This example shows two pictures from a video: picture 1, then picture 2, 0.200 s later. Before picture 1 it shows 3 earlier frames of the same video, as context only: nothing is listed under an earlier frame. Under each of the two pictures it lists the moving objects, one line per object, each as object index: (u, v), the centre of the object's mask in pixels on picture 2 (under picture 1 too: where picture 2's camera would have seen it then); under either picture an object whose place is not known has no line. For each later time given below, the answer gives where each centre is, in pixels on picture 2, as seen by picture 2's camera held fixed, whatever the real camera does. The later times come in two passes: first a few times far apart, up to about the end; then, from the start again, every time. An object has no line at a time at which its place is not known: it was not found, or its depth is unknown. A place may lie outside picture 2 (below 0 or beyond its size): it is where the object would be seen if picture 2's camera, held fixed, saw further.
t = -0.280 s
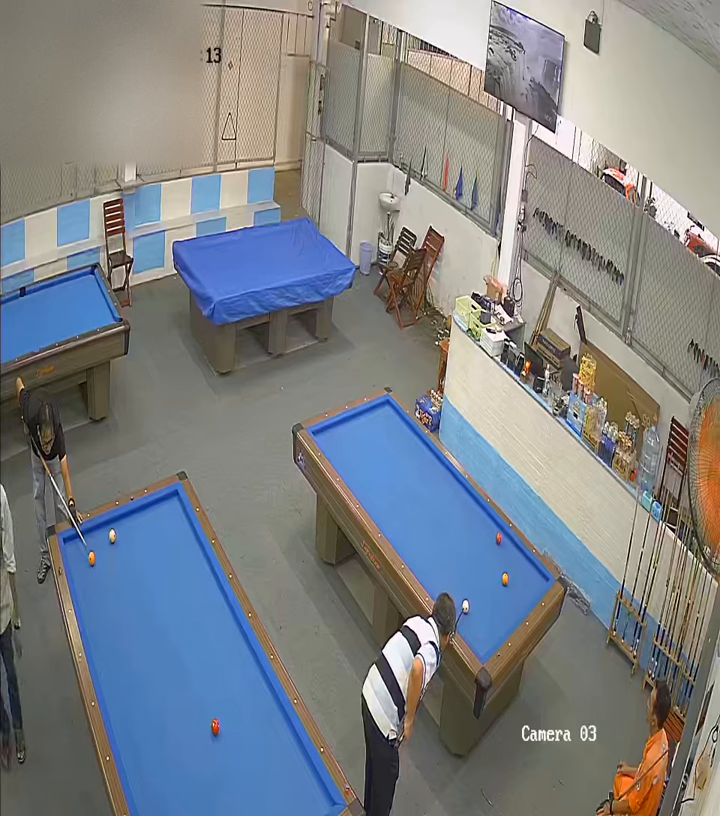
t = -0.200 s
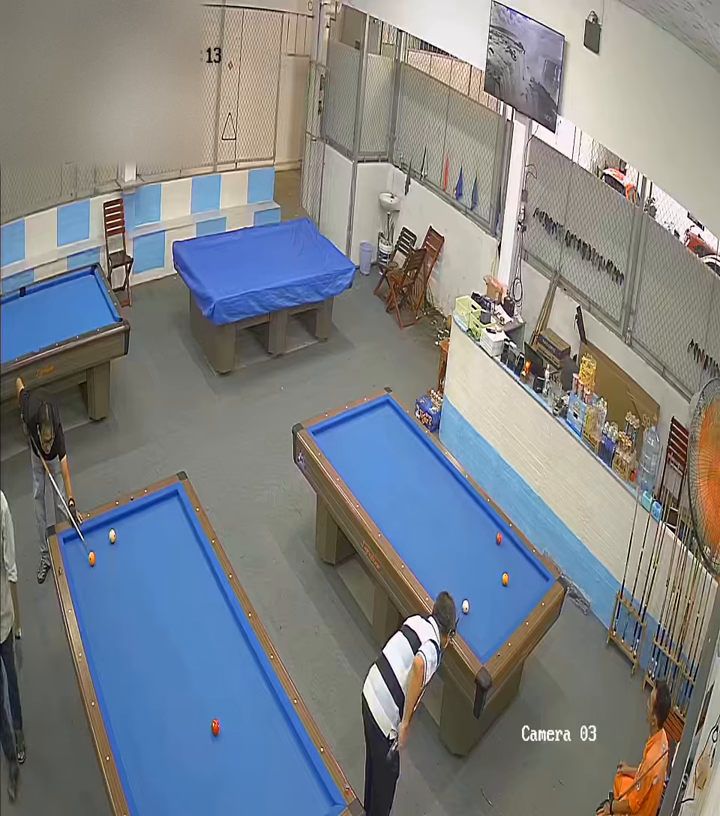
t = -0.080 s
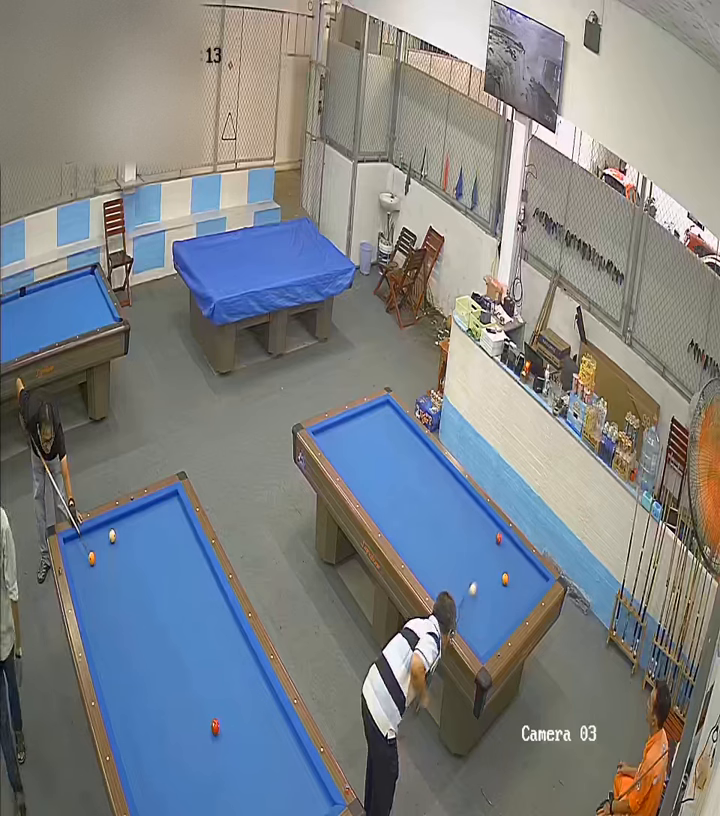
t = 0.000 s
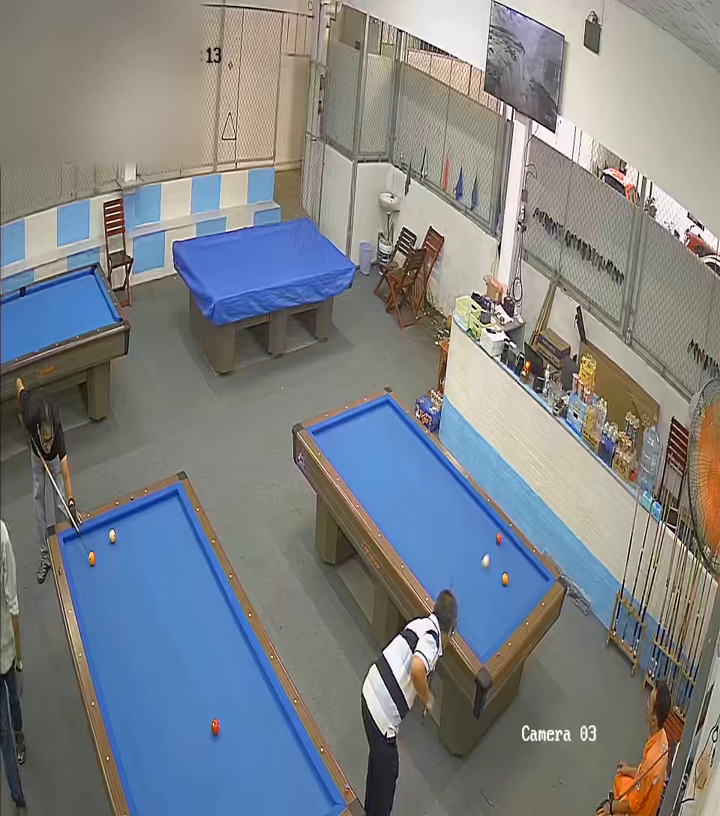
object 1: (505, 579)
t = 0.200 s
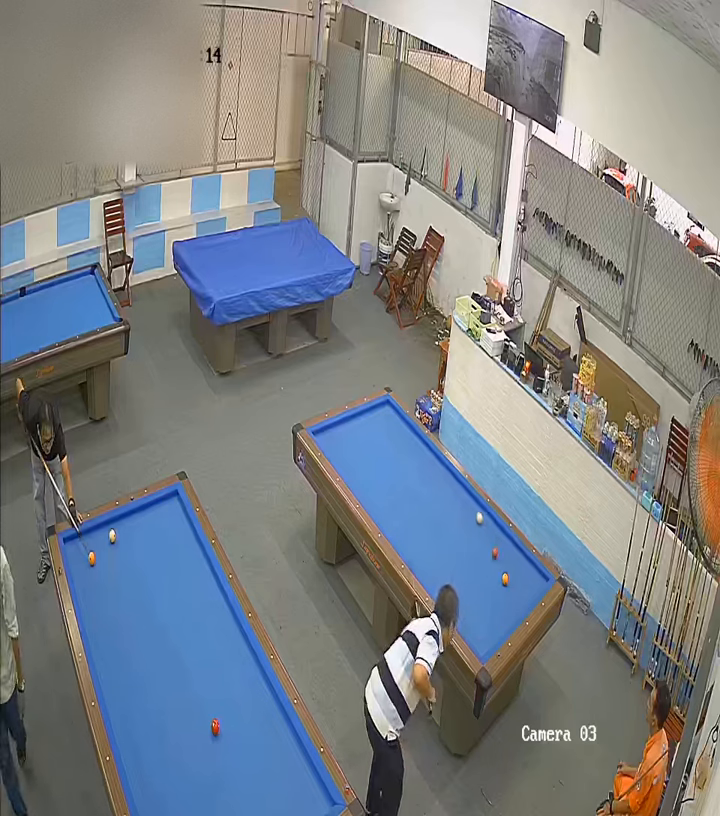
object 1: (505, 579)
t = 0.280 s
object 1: (505, 579)
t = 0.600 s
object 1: (505, 579)
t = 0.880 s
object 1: (505, 579)
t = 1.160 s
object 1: (510, 583)
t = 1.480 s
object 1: (517, 588)
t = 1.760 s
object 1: (522, 593)
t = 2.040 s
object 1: (528, 596)
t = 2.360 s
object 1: (528, 596)
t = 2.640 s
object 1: (527, 593)
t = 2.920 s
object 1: (526, 590)
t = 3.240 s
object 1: (524, 587)
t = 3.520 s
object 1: (523, 585)
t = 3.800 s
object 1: (521, 583)
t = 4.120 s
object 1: (521, 582)
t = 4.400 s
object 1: (520, 581)
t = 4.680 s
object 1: (520, 579)
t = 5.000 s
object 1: (519, 579)
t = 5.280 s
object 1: (520, 579)
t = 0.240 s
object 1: (505, 579)
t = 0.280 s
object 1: (505, 579)
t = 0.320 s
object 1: (505, 579)
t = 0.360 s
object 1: (505, 579)
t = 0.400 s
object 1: (505, 579)
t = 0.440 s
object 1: (505, 579)
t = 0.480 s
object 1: (505, 579)
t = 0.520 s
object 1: (505, 579)
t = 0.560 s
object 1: (505, 579)
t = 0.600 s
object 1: (505, 579)
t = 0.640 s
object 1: (505, 579)
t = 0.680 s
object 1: (505, 579)
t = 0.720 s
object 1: (505, 579)
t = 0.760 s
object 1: (505, 579)
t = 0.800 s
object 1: (505, 579)
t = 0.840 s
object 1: (505, 579)
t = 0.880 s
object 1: (505, 579)
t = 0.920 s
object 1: (505, 580)
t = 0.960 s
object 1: (505, 580)
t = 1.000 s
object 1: (506, 580)
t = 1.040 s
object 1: (507, 581)
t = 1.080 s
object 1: (508, 582)
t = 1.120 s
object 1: (509, 583)
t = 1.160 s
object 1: (510, 583)
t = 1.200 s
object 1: (511, 584)
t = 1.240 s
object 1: (512, 585)
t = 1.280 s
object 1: (512, 585)
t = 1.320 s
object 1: (513, 586)
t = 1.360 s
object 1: (514, 586)
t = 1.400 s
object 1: (515, 587)
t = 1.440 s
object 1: (516, 588)
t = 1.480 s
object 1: (517, 588)
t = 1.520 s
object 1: (518, 589)
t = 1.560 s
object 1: (518, 590)
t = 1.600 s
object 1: (519, 590)
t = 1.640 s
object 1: (520, 591)
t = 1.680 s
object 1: (521, 591)
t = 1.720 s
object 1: (521, 592)
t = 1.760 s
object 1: (522, 593)
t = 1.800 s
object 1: (523, 593)
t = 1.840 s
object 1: (524, 593)
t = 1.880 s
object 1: (525, 595)
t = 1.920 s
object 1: (525, 595)
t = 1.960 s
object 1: (525, 595)
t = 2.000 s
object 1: (526, 596)
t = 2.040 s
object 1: (528, 596)
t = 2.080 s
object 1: (528, 597)
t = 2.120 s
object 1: (529, 597)
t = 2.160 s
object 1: (529, 597)
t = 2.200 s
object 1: (529, 597)
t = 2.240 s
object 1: (529, 597)
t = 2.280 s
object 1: (529, 596)
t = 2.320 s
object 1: (529, 596)
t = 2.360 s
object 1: (528, 596)
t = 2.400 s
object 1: (529, 595)
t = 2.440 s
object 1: (528, 595)
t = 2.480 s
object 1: (528, 595)
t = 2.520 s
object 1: (528, 594)
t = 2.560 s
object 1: (528, 594)
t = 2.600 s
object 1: (527, 593)
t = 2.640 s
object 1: (527, 593)
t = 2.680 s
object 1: (527, 593)
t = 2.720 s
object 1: (527, 592)
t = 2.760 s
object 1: (527, 592)
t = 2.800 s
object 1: (527, 592)
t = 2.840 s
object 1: (527, 591)
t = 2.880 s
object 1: (526, 590)
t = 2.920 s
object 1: (526, 590)
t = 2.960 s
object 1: (526, 590)
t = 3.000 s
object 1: (525, 590)
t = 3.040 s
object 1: (525, 589)
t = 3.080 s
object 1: (525, 589)
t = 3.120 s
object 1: (525, 588)
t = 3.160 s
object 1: (524, 588)
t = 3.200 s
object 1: (524, 588)
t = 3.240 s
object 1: (524, 587)
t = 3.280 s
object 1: (524, 587)
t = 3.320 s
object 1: (523, 587)
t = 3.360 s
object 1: (523, 587)
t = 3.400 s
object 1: (523, 586)
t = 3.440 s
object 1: (523, 585)
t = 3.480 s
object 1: (523, 585)
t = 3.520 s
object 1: (523, 585)
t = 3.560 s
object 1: (523, 586)
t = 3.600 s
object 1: (522, 585)
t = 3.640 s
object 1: (522, 584)
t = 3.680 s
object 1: (522, 584)
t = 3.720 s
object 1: (522, 584)
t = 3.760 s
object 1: (522, 584)
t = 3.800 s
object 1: (521, 583)
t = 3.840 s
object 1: (521, 583)
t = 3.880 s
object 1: (521, 583)
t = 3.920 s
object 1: (521, 583)
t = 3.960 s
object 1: (521, 583)
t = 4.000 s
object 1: (521, 582)
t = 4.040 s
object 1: (521, 582)
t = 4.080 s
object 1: (521, 582)
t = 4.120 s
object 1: (521, 582)
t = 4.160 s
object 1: (521, 582)
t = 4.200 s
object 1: (521, 581)
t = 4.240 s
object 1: (520, 581)
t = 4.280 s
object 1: (520, 581)
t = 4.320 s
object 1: (520, 581)
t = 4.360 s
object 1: (520, 581)
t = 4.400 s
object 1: (520, 581)
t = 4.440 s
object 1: (520, 580)
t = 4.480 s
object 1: (520, 580)
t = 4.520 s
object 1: (520, 580)
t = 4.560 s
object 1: (520, 580)
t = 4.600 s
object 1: (520, 580)
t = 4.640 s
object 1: (520, 580)
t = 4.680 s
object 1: (520, 579)
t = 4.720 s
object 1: (520, 579)
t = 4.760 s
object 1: (520, 579)
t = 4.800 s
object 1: (519, 580)
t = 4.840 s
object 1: (520, 579)
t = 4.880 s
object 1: (520, 579)
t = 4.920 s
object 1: (519, 579)
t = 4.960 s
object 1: (519, 579)
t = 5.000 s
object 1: (519, 579)
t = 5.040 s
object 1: (519, 580)
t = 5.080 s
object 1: (519, 579)
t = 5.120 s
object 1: (519, 580)
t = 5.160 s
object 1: (519, 579)
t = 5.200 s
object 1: (520, 579)
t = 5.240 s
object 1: (519, 579)
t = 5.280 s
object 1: (520, 579)
